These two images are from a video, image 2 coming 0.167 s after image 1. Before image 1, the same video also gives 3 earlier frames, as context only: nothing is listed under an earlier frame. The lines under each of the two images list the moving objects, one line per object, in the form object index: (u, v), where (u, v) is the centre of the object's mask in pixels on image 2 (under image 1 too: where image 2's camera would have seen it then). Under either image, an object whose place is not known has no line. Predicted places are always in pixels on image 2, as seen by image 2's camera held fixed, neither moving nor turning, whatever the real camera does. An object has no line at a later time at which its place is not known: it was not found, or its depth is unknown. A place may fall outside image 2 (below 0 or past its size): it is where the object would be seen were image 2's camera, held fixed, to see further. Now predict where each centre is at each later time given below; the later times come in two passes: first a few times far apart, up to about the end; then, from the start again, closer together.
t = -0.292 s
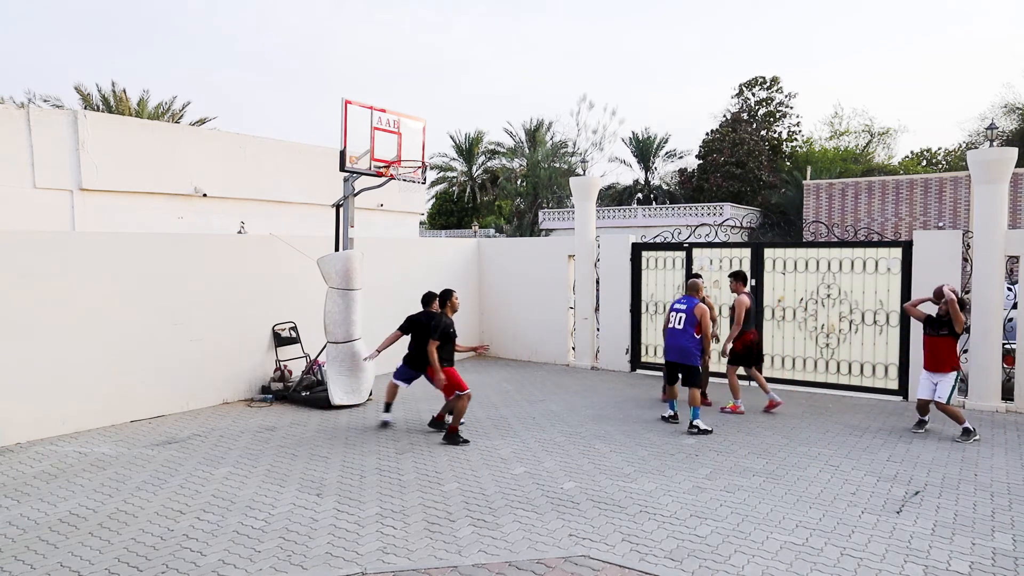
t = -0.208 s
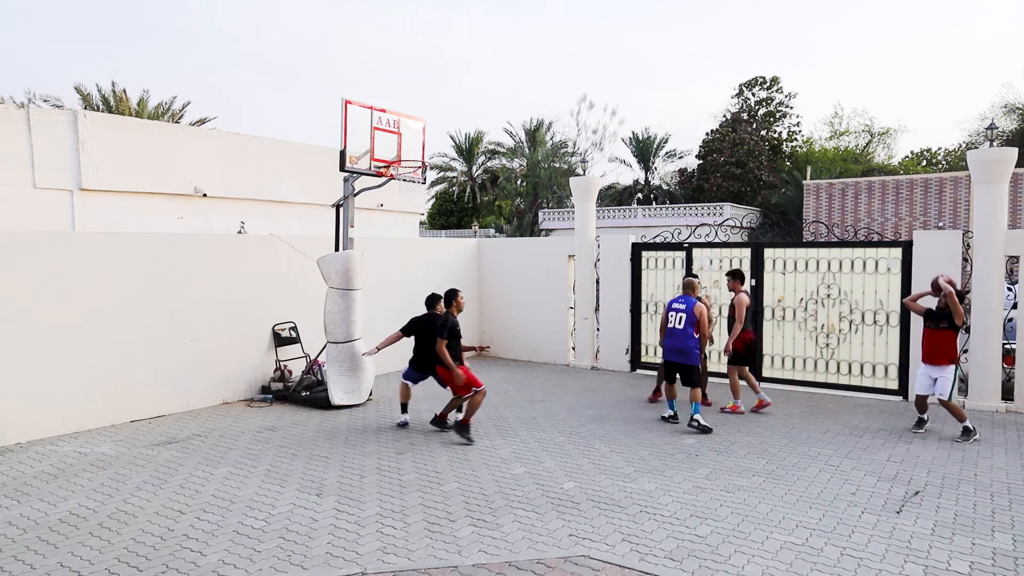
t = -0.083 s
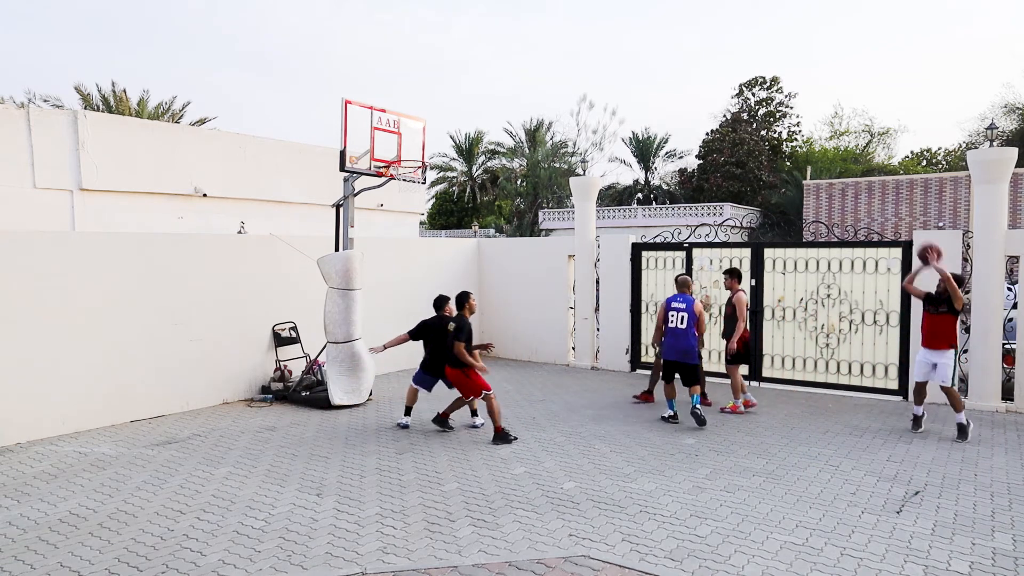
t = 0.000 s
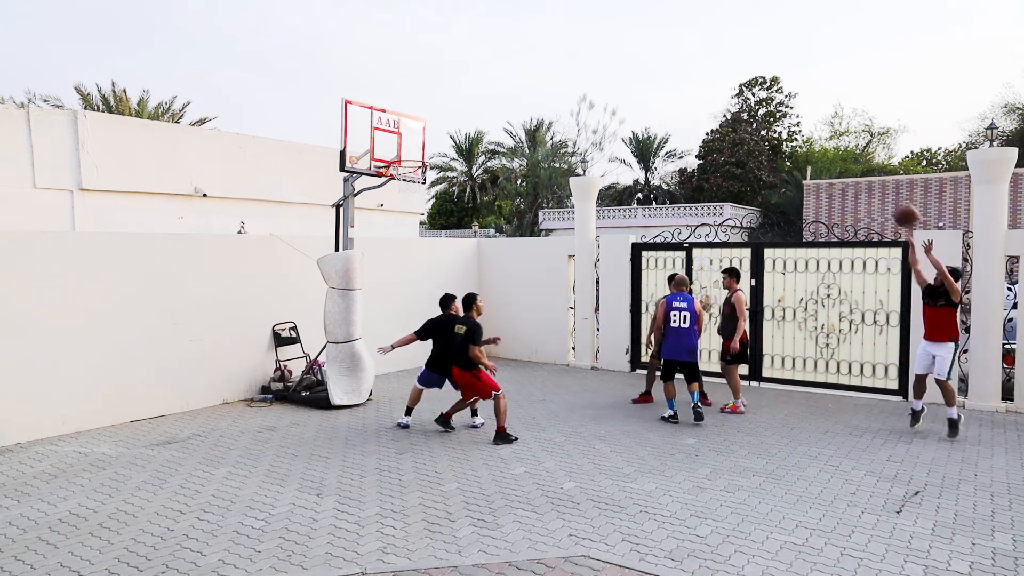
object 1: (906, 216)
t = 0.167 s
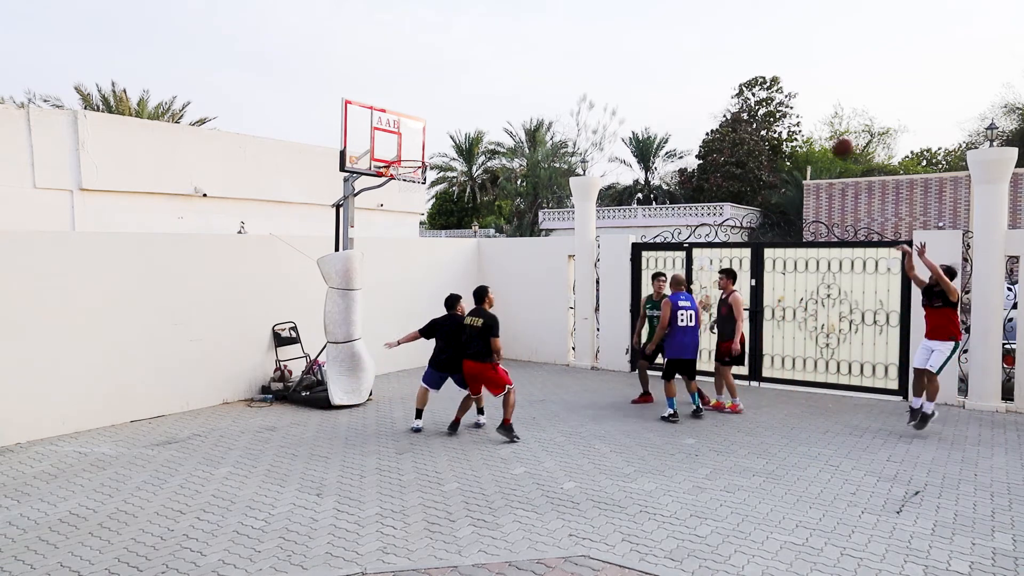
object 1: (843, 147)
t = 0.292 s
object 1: (794, 107)
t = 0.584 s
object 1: (686, 50)
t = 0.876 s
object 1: (581, 44)
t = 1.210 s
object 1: (467, 97)
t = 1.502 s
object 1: (411, 171)
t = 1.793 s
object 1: (412, 175)
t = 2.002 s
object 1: (402, 203)
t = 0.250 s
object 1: (811, 119)
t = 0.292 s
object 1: (794, 107)
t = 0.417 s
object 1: (749, 77)
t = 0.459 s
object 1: (733, 68)
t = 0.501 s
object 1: (717, 61)
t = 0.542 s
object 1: (702, 55)
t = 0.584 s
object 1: (686, 50)
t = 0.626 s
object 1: (671, 46)
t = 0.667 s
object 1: (656, 43)
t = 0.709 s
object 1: (641, 42)
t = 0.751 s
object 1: (626, 41)
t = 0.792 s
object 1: (611, 41)
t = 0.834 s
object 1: (596, 42)
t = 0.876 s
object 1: (581, 44)
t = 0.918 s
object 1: (567, 47)
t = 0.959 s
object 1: (552, 51)
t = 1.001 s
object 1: (538, 57)
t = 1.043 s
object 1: (523, 63)
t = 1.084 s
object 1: (509, 70)
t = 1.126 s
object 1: (495, 78)
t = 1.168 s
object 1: (481, 87)
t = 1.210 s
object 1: (467, 97)
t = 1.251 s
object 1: (453, 107)
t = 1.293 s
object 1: (440, 119)
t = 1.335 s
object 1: (426, 132)
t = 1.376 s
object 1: (413, 145)
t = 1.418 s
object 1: (400, 159)
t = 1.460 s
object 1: (404, 166)
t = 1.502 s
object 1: (411, 171)
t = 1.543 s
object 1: (415, 172)
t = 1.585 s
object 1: (417, 176)
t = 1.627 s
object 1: (419, 178)
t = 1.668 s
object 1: (417, 176)
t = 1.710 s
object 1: (415, 173)
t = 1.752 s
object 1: (414, 173)
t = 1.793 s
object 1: (412, 175)
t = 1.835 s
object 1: (409, 180)
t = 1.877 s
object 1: (407, 184)
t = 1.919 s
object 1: (405, 189)
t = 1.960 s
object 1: (404, 195)
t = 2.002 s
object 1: (402, 203)
